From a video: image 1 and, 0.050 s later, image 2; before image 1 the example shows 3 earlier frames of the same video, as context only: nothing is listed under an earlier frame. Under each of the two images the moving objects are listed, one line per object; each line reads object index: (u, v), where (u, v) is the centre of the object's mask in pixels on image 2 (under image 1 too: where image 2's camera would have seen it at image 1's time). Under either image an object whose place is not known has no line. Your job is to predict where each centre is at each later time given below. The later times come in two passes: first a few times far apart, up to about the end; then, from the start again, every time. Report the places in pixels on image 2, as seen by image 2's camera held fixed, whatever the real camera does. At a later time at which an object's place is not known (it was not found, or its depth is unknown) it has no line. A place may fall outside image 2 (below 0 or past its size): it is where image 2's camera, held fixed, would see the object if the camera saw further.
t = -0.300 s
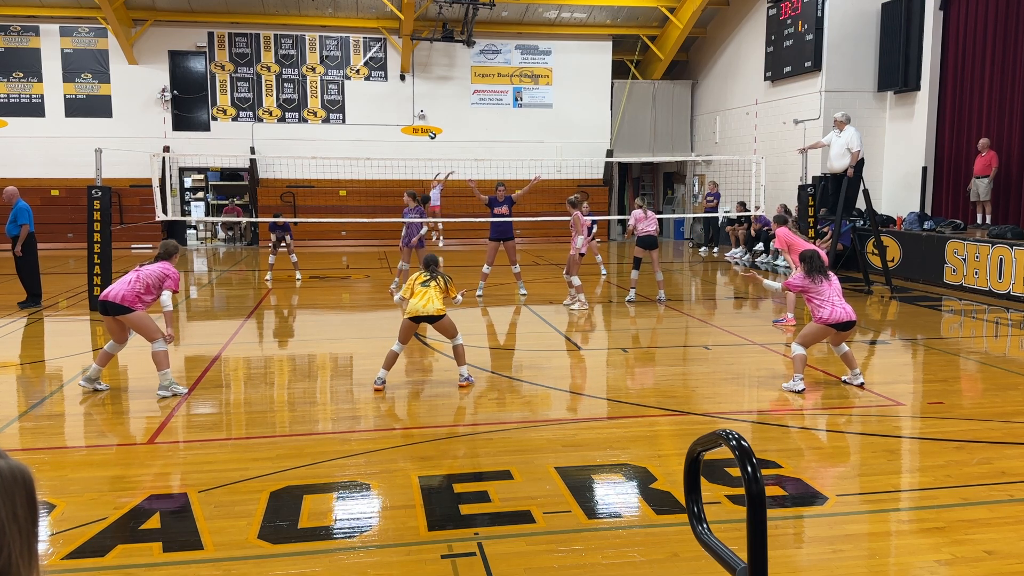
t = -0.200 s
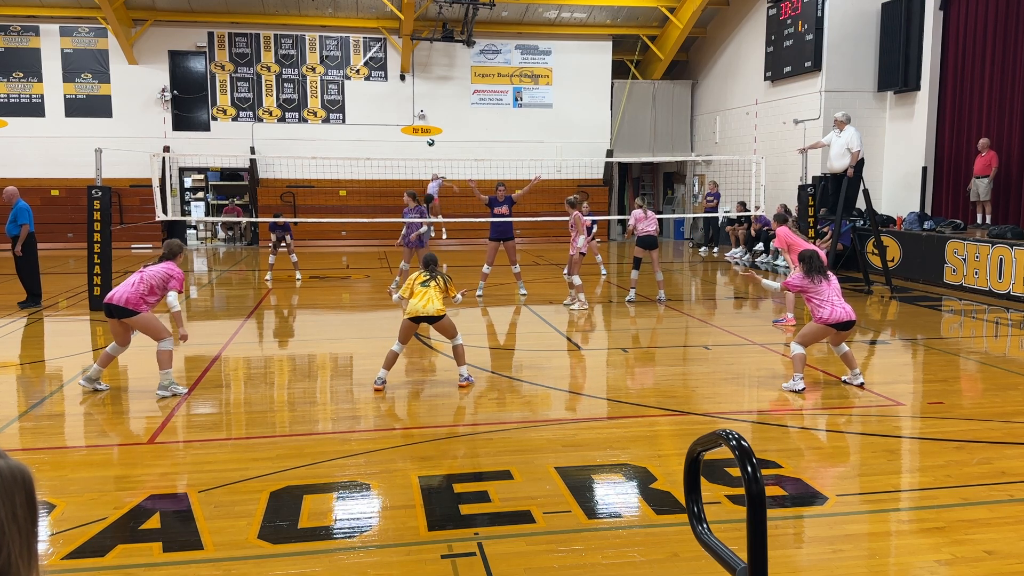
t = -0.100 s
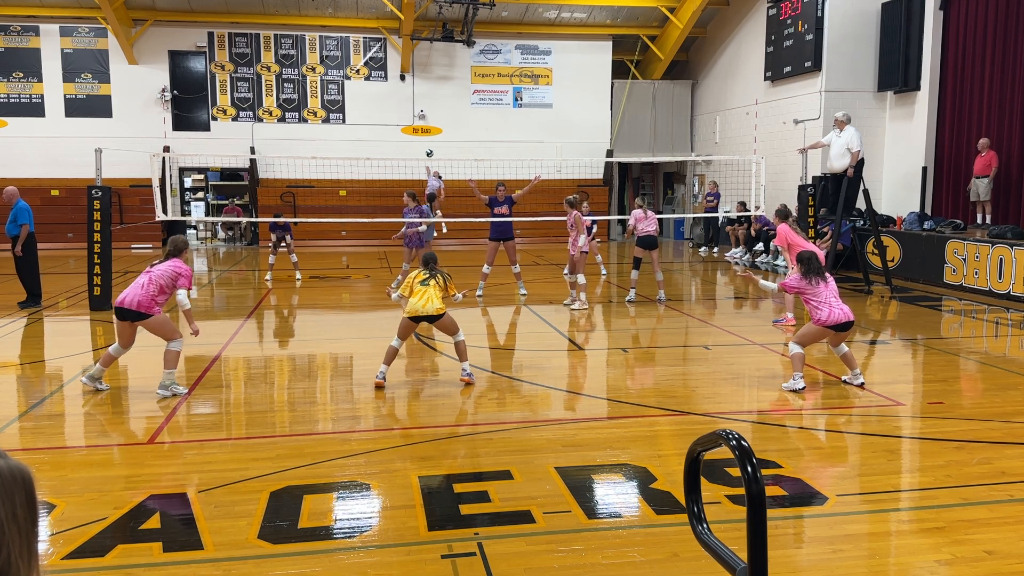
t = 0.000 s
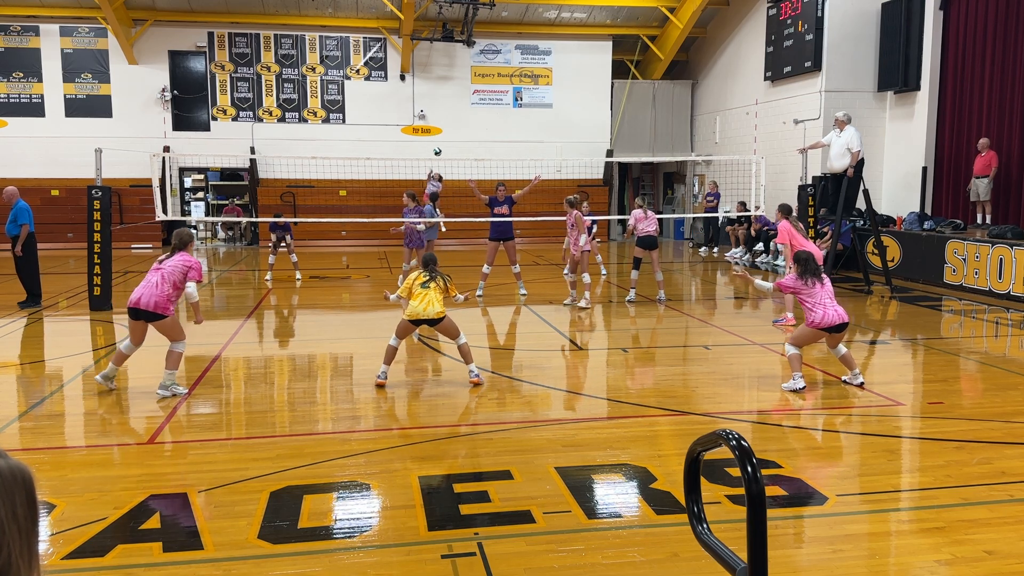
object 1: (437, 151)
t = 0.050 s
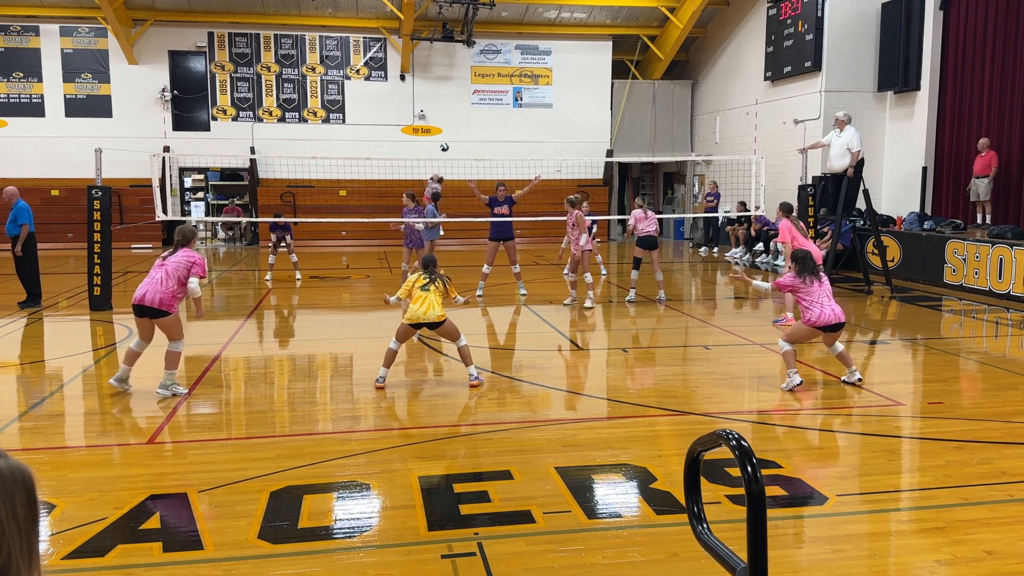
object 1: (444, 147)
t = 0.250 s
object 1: (473, 135)
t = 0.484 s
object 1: (517, 146)
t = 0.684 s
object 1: (571, 193)
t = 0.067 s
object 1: (447, 145)
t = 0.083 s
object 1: (449, 144)
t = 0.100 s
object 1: (451, 143)
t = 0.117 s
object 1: (454, 142)
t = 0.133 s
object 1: (456, 141)
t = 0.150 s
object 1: (458, 139)
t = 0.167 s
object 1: (461, 138)
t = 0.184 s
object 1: (463, 138)
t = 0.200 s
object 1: (466, 137)
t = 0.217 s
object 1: (468, 135)
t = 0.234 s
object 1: (471, 135)
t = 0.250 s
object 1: (473, 135)
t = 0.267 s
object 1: (476, 135)
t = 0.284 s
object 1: (479, 134)
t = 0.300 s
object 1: (481, 135)
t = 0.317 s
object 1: (484, 135)
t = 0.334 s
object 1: (487, 135)
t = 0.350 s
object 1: (490, 135)
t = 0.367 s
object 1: (493, 136)
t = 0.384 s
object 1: (496, 137)
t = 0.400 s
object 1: (499, 138)
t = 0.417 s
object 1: (503, 139)
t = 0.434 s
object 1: (506, 141)
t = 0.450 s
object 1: (509, 142)
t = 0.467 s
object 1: (513, 144)
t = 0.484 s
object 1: (517, 146)
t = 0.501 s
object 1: (520, 148)
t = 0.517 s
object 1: (524, 151)
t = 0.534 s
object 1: (528, 153)
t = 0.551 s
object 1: (532, 156)
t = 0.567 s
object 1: (537, 159)
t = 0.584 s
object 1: (541, 163)
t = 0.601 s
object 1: (546, 167)
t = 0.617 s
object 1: (550, 171)
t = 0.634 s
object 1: (555, 176)
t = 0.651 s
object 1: (560, 181)
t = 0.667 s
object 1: (565, 187)
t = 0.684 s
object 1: (571, 193)
